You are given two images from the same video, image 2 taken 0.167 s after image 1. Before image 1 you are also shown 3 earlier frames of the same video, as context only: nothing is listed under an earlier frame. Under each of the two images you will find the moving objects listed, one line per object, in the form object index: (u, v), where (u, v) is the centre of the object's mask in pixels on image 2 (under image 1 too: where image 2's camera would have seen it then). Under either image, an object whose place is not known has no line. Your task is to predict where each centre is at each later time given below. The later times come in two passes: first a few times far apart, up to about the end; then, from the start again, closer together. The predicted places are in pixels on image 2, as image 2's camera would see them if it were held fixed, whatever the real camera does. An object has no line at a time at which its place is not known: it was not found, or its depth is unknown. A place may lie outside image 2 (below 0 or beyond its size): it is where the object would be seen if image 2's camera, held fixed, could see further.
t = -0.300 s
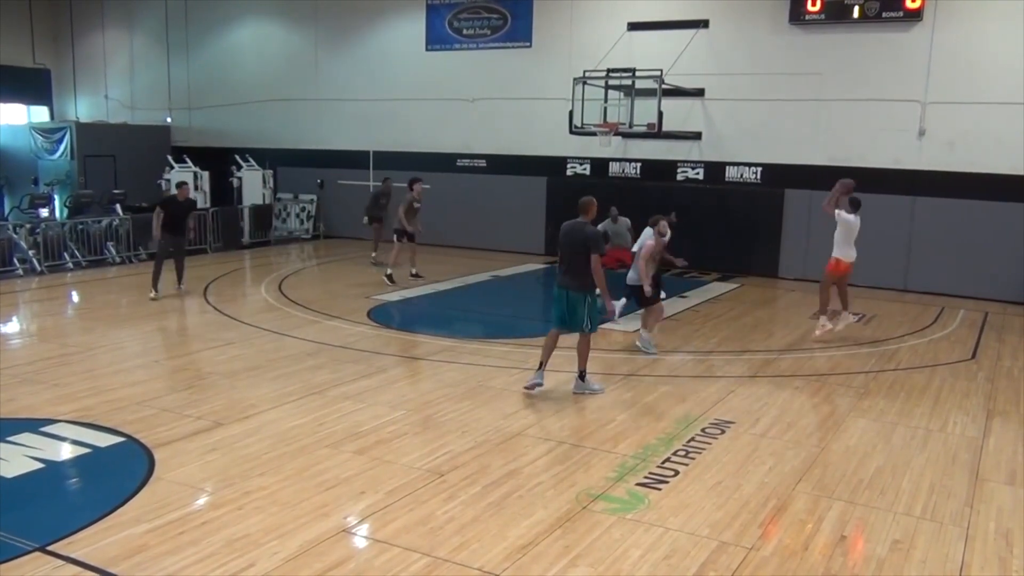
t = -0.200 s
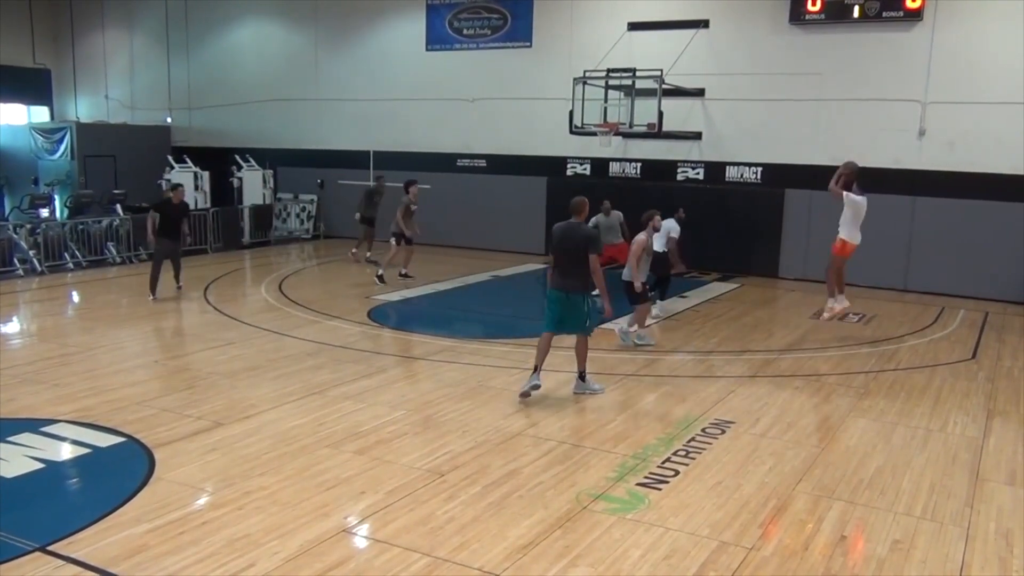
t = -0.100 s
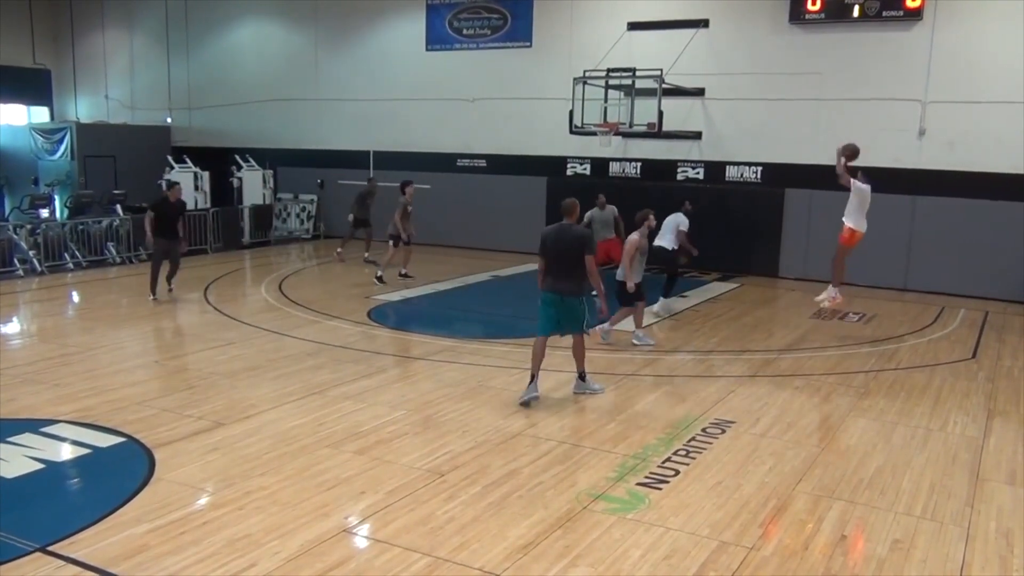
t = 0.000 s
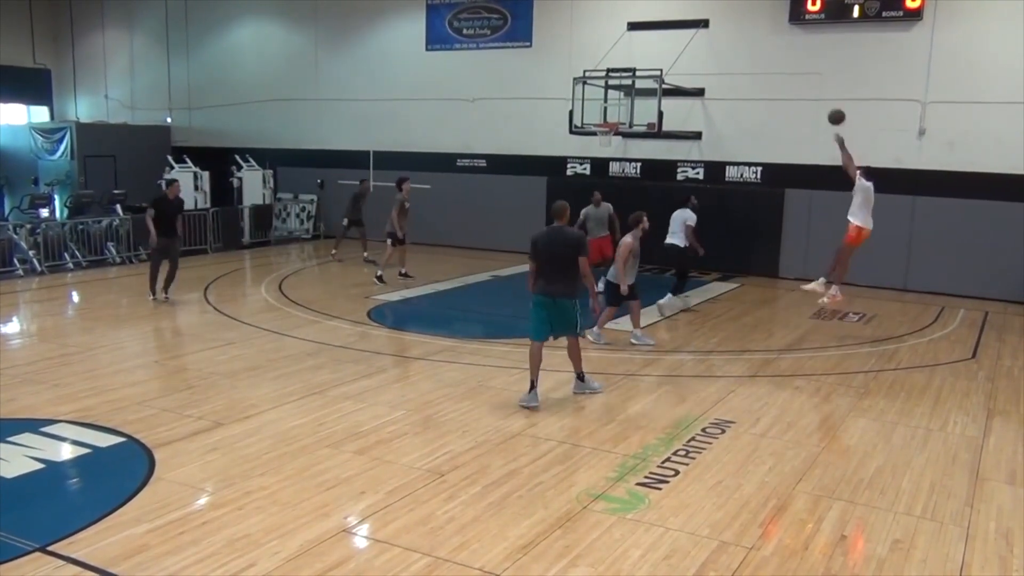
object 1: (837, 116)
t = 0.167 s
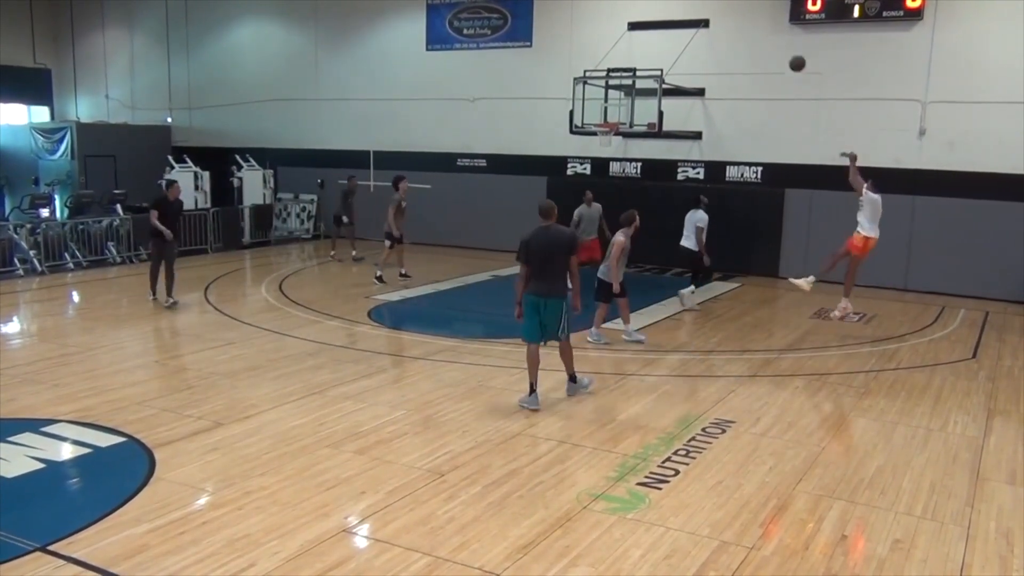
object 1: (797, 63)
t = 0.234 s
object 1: (782, 49)
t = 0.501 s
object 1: (724, 22)
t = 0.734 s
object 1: (679, 36)
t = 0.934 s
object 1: (643, 70)
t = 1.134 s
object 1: (611, 119)
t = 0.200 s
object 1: (790, 55)
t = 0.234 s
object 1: (782, 49)
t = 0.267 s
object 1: (774, 42)
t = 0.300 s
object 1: (767, 37)
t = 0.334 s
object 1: (759, 32)
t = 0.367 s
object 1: (752, 29)
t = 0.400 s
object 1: (745, 26)
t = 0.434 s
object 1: (738, 24)
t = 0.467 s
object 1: (731, 22)
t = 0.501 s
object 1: (724, 22)
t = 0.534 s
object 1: (717, 22)
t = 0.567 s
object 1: (711, 23)
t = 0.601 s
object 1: (705, 24)
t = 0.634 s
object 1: (697, 27)
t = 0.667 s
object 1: (691, 29)
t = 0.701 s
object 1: (685, 32)
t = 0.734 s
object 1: (679, 36)
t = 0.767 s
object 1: (673, 41)
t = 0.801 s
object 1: (666, 45)
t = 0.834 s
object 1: (660, 51)
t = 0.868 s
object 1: (655, 57)
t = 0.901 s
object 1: (649, 63)
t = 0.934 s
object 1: (643, 70)
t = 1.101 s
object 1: (616, 112)
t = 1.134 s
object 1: (611, 119)
